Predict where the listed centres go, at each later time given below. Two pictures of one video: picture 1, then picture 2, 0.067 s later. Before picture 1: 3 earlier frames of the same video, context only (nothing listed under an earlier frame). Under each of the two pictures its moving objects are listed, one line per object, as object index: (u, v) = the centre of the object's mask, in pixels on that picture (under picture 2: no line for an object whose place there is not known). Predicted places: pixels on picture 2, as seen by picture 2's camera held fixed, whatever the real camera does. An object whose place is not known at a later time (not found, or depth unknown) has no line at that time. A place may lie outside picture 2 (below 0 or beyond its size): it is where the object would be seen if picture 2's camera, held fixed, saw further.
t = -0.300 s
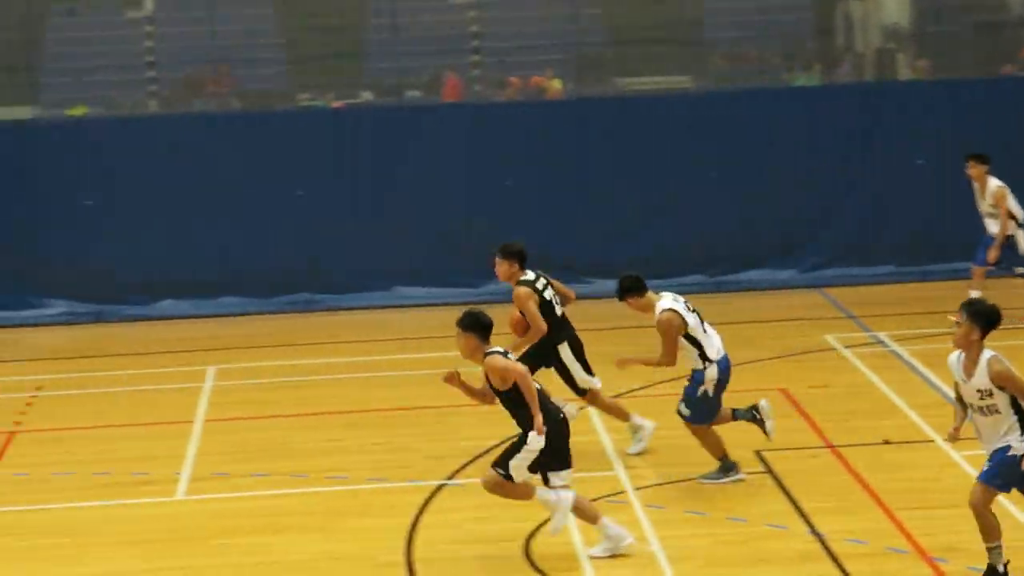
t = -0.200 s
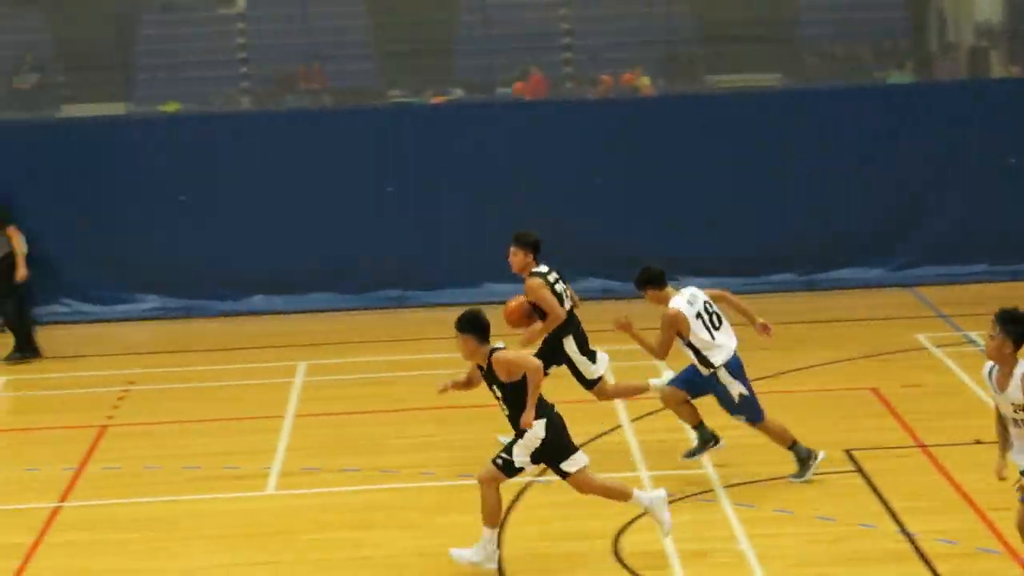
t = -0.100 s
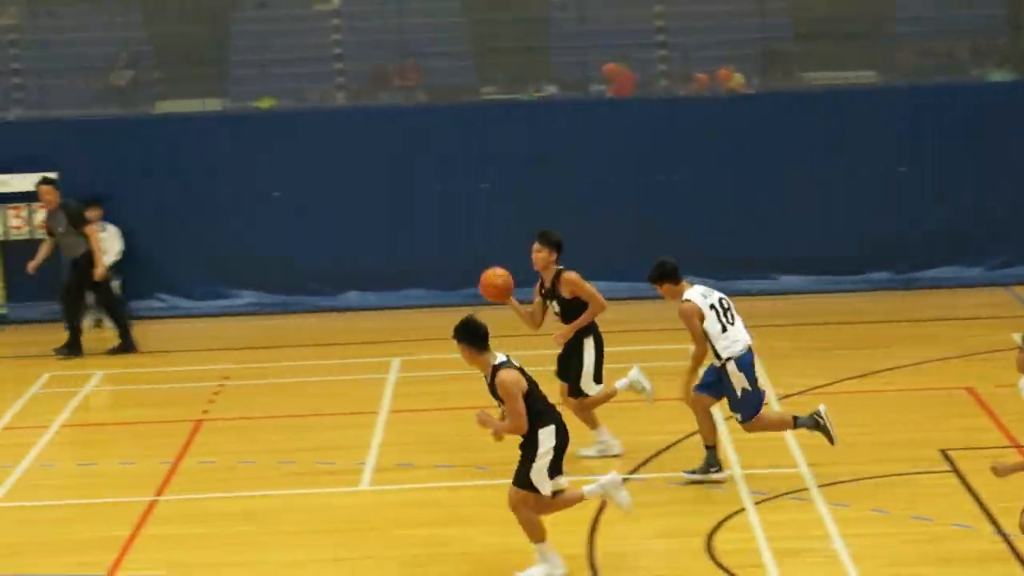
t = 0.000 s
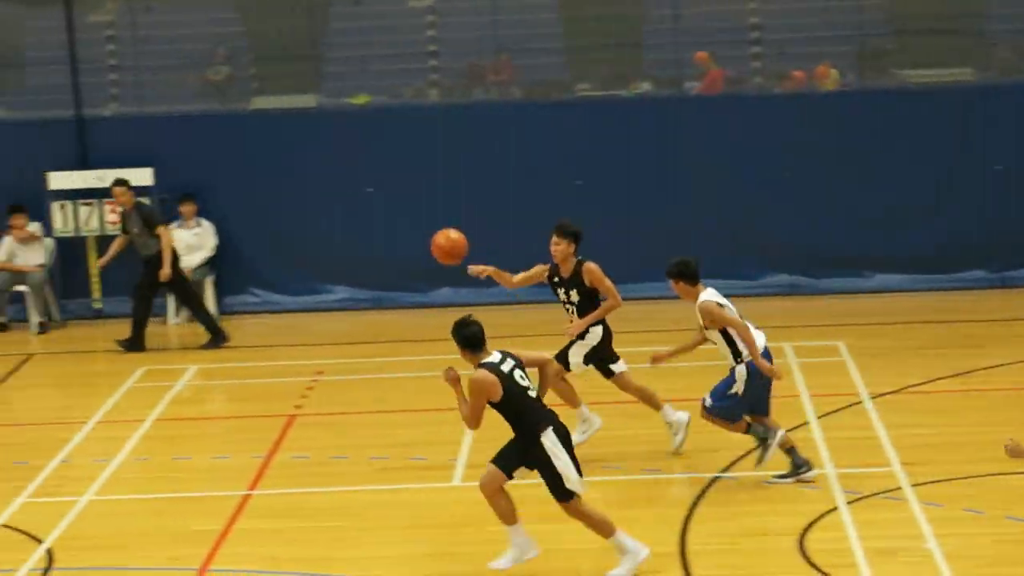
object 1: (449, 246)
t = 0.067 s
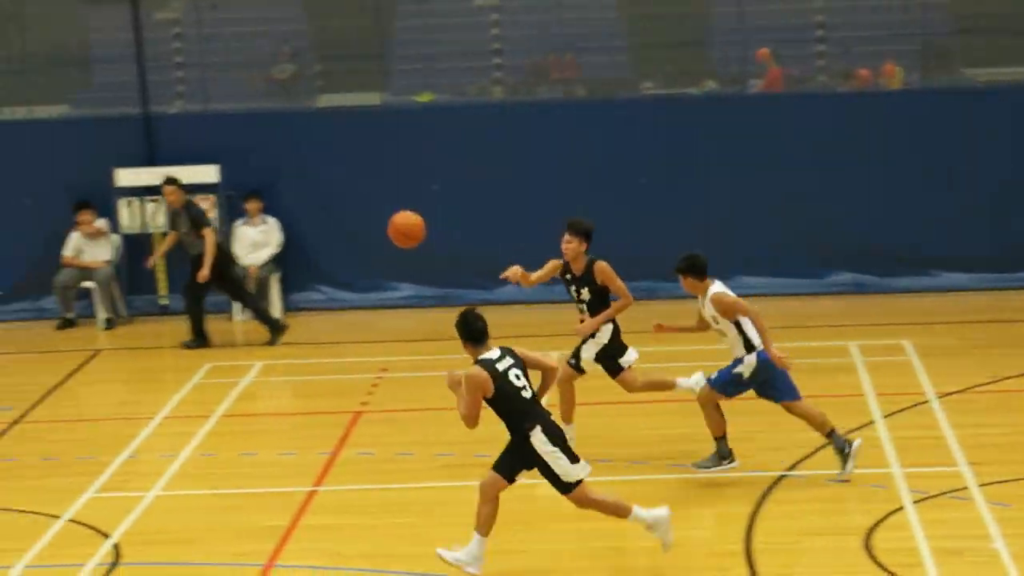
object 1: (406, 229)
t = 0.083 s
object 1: (380, 227)
